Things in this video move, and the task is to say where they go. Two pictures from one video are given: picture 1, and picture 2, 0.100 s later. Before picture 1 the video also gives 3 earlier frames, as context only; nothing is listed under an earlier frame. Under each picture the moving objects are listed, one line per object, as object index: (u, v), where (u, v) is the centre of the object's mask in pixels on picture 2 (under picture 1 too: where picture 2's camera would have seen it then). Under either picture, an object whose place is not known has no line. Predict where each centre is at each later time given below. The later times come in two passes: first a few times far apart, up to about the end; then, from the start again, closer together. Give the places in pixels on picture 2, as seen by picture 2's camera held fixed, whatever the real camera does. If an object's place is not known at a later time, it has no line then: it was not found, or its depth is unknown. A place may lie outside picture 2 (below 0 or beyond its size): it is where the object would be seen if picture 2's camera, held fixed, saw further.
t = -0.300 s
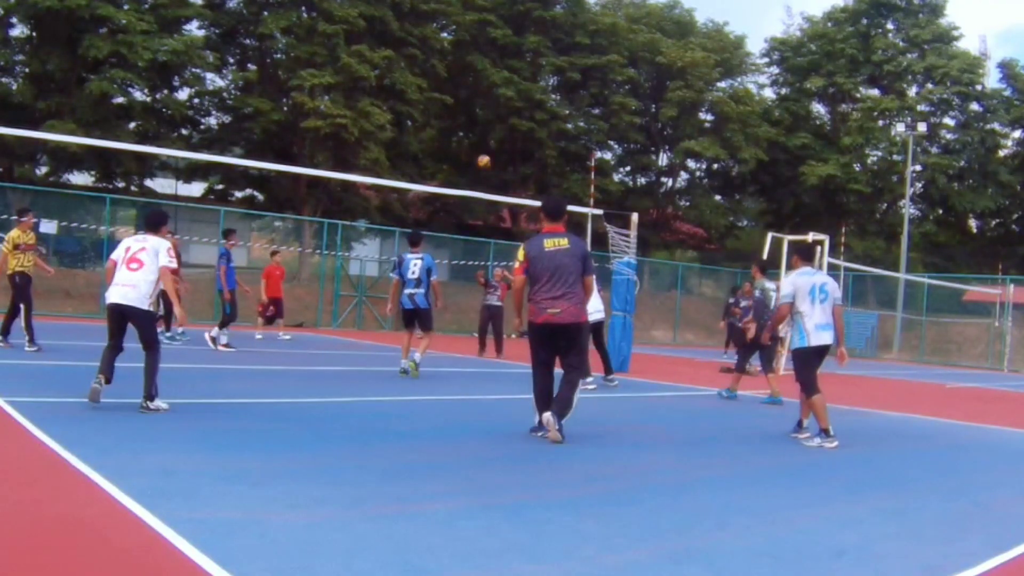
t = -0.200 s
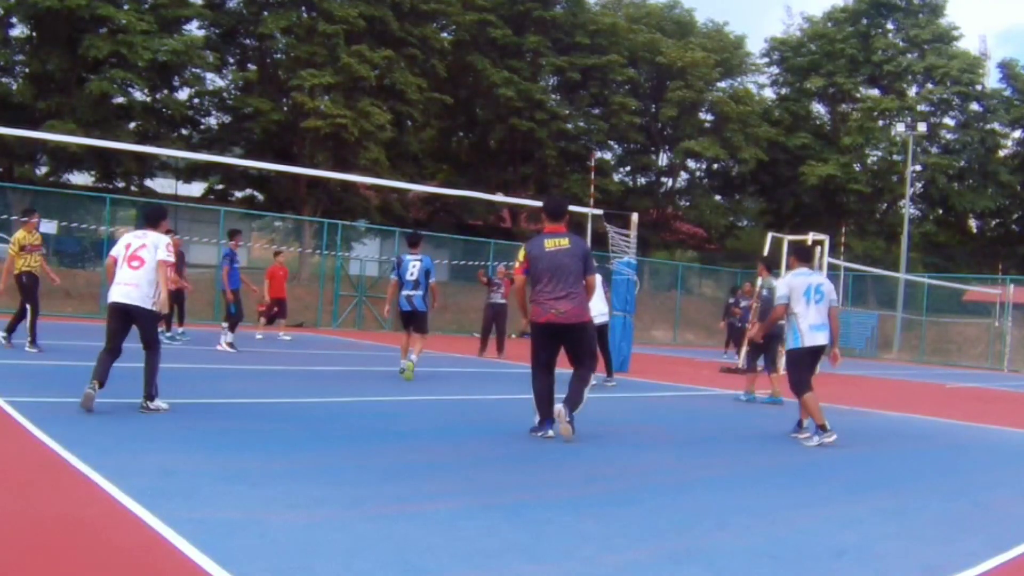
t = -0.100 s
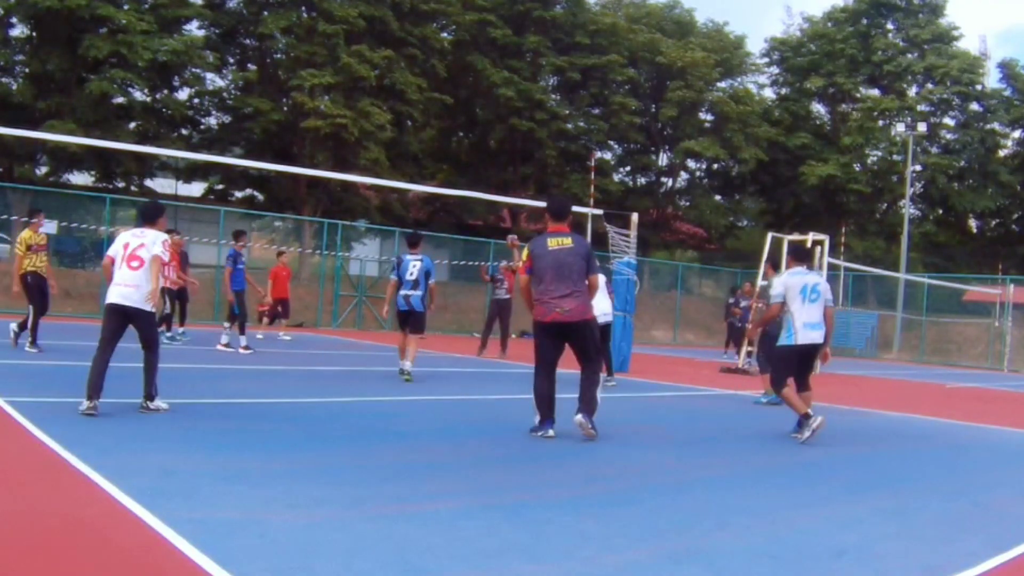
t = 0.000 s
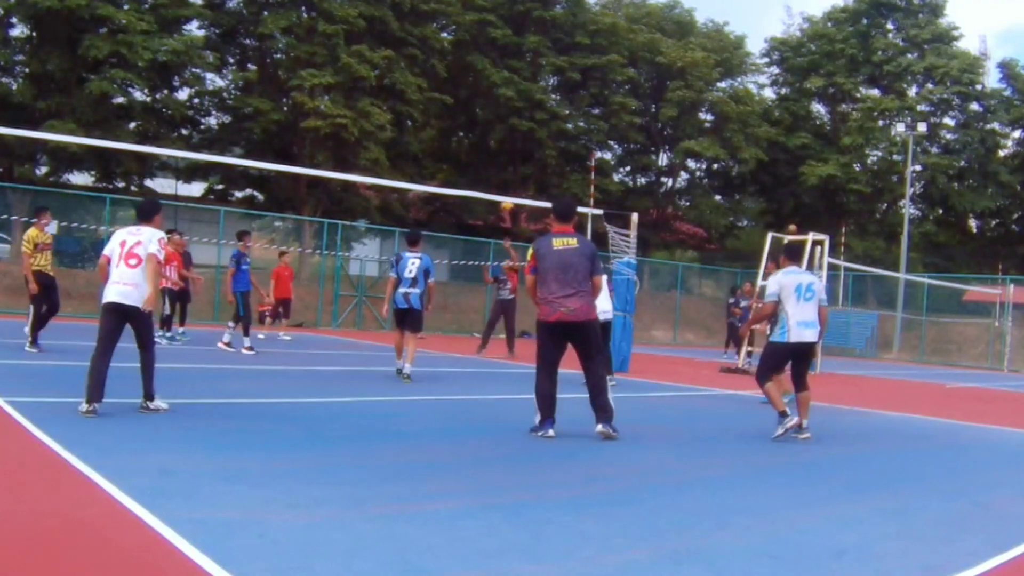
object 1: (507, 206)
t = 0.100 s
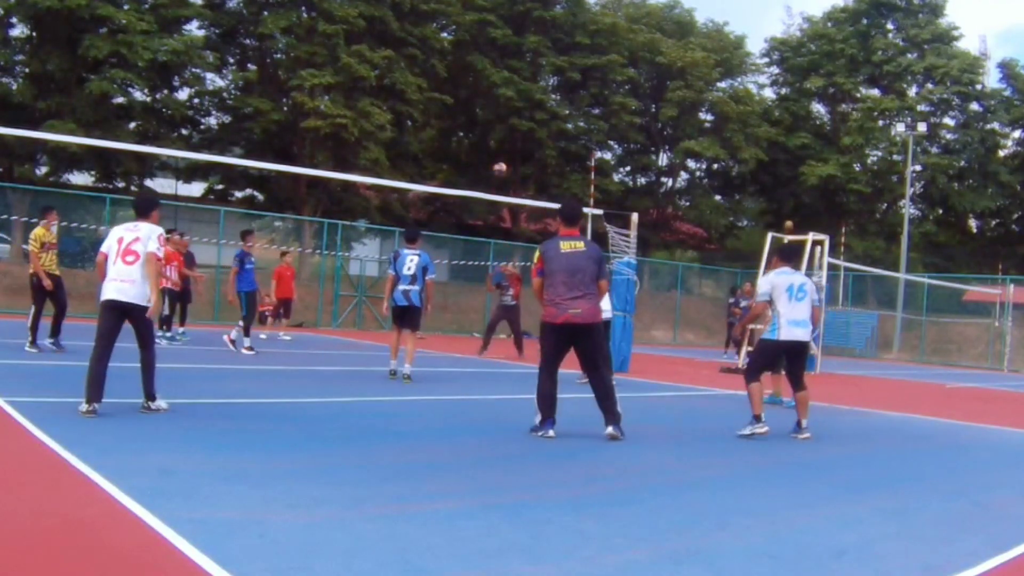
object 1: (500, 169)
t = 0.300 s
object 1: (482, 107)
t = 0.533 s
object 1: (456, 60)
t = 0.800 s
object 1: (413, 48)
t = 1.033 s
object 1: (357, 99)
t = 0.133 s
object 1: (497, 158)
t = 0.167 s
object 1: (495, 148)
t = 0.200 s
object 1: (492, 138)
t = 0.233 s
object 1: (489, 128)
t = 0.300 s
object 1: (482, 107)
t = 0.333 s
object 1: (479, 101)
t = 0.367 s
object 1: (476, 92)
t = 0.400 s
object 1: (472, 85)
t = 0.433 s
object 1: (469, 78)
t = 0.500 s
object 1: (460, 65)
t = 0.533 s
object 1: (456, 60)
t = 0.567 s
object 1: (451, 56)
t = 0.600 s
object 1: (447, 53)
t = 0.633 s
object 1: (442, 50)
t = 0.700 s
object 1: (431, 47)
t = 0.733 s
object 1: (425, 47)
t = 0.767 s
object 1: (419, 47)
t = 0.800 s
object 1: (413, 48)
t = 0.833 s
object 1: (406, 50)
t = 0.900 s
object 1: (391, 61)
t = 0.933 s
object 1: (383, 68)
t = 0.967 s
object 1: (375, 77)
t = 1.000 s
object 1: (366, 87)
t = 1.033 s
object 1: (357, 99)
